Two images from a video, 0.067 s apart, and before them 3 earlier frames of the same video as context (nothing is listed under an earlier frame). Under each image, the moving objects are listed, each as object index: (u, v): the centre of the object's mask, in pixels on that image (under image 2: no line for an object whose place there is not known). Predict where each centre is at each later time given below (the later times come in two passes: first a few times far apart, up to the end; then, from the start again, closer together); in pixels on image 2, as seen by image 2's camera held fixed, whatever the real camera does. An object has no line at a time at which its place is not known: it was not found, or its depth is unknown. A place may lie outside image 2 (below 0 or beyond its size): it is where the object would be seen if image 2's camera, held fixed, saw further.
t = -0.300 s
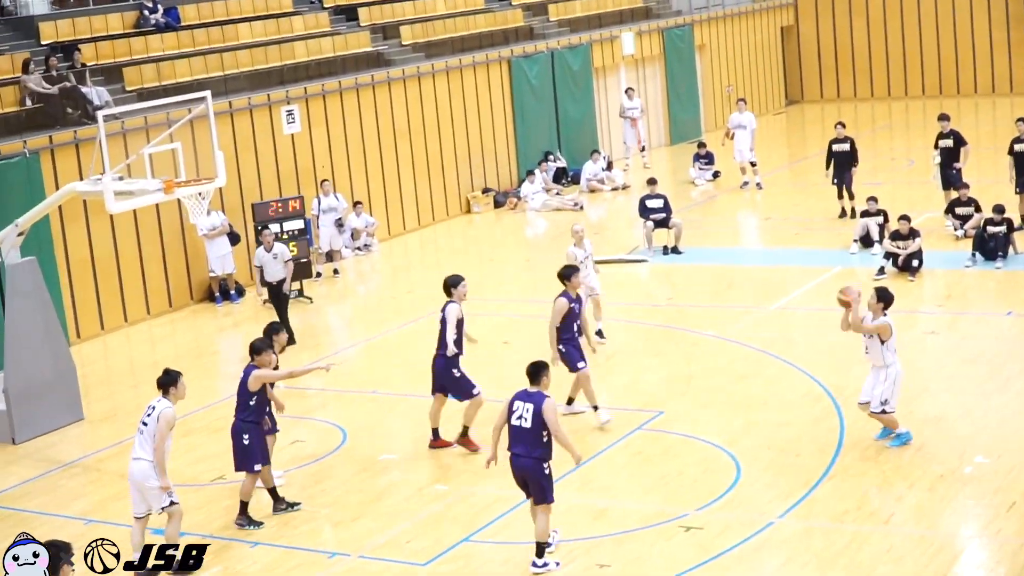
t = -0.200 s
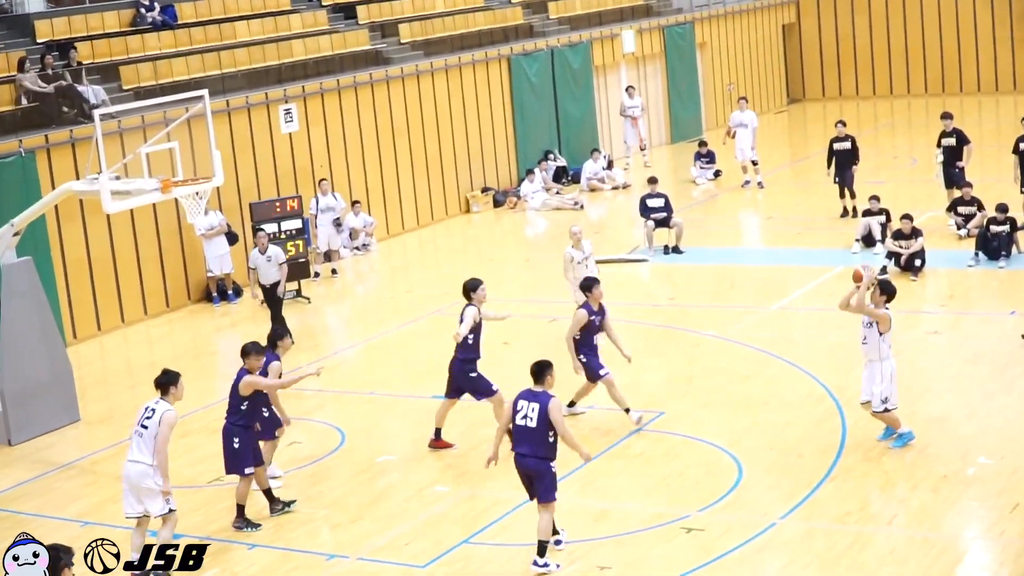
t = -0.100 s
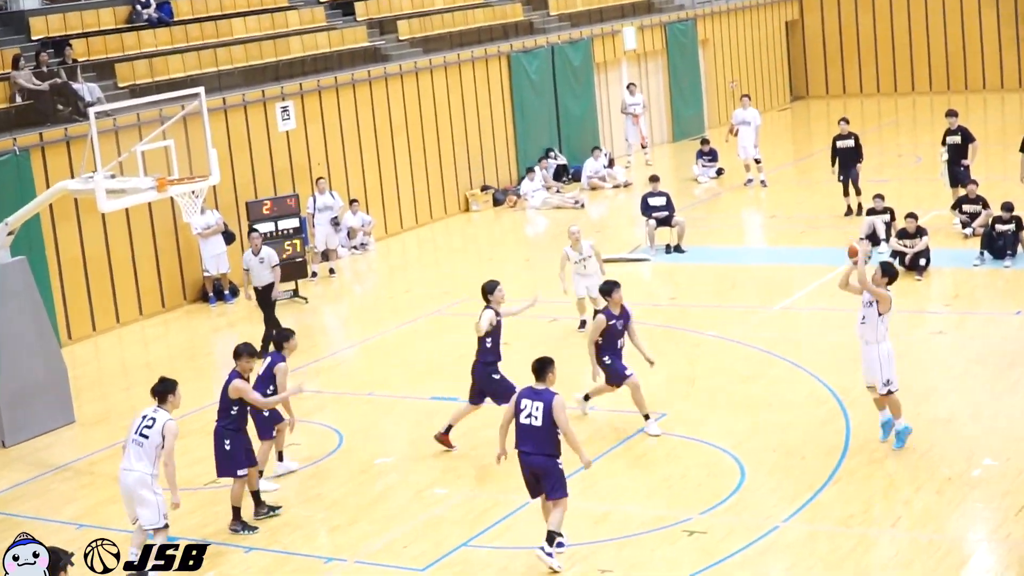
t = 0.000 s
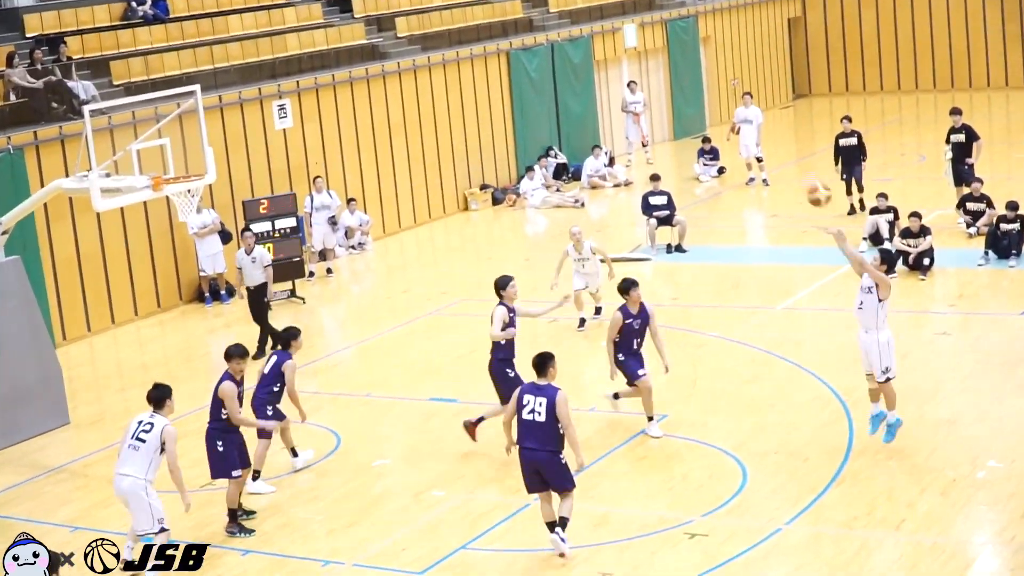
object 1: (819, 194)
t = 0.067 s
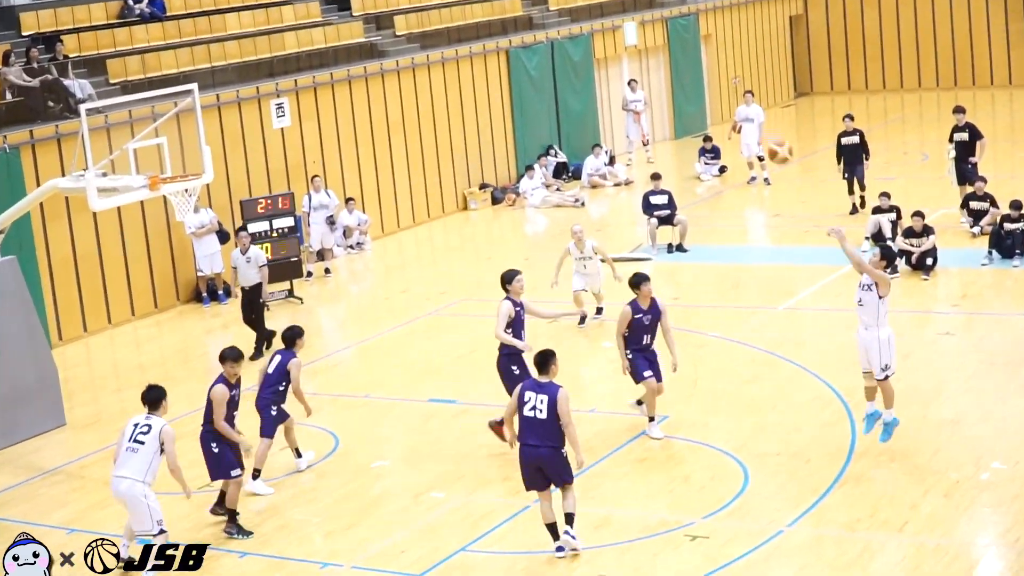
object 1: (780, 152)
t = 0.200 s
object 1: (697, 82)
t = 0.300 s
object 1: (642, 41)
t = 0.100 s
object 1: (759, 132)
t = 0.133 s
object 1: (737, 116)
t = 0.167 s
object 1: (718, 97)
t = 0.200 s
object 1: (697, 82)
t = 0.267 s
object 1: (660, 53)
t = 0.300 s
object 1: (642, 41)
